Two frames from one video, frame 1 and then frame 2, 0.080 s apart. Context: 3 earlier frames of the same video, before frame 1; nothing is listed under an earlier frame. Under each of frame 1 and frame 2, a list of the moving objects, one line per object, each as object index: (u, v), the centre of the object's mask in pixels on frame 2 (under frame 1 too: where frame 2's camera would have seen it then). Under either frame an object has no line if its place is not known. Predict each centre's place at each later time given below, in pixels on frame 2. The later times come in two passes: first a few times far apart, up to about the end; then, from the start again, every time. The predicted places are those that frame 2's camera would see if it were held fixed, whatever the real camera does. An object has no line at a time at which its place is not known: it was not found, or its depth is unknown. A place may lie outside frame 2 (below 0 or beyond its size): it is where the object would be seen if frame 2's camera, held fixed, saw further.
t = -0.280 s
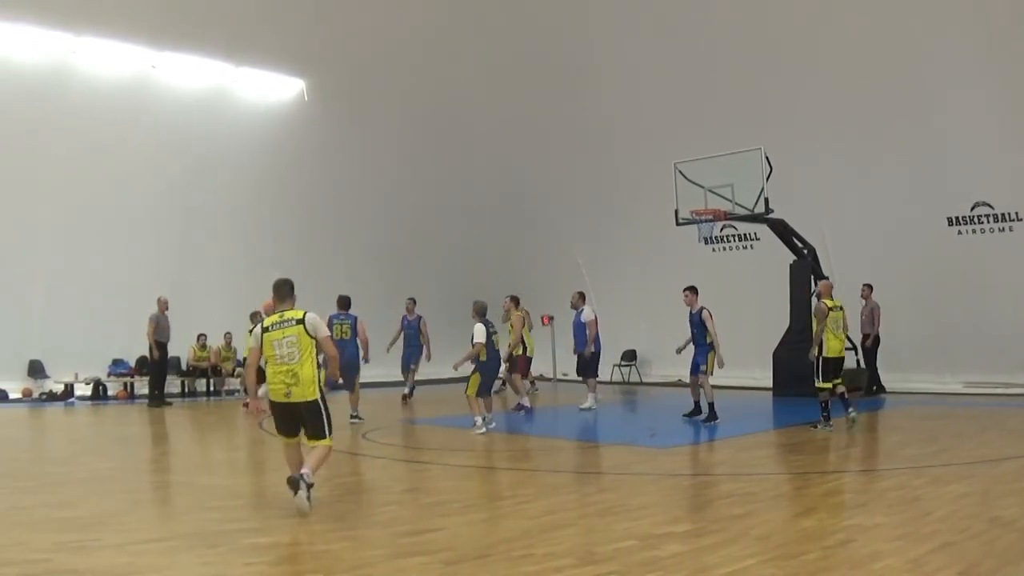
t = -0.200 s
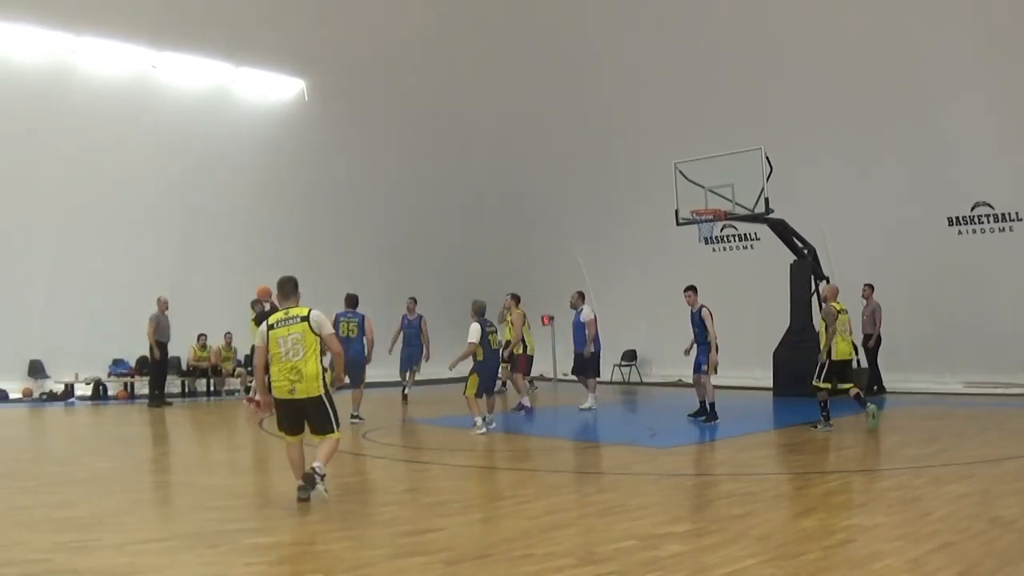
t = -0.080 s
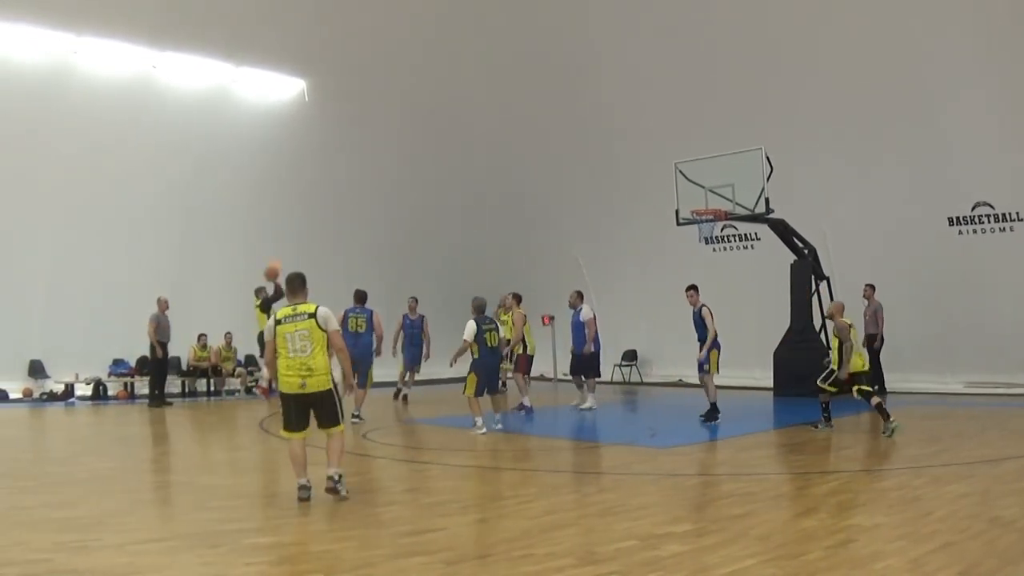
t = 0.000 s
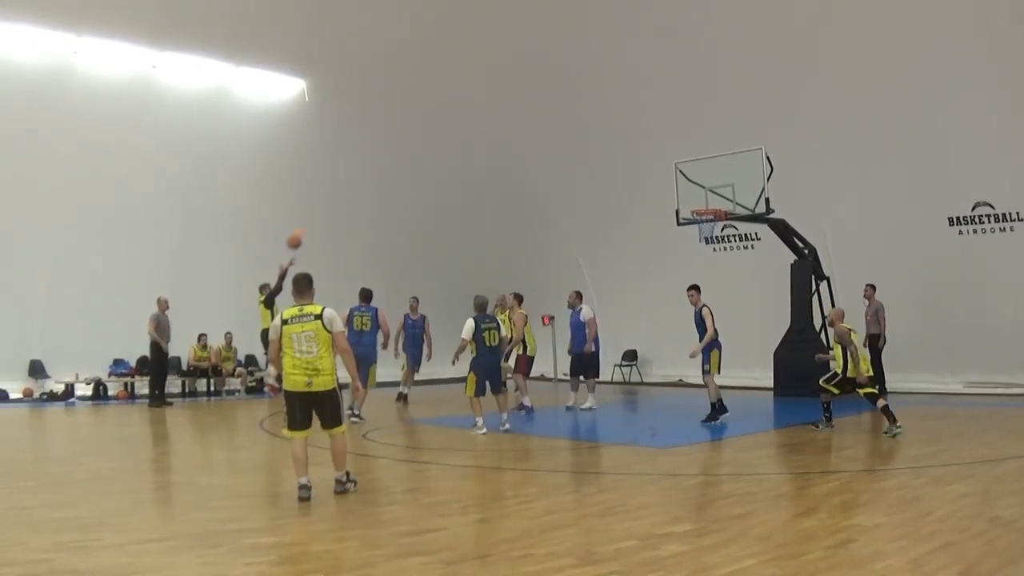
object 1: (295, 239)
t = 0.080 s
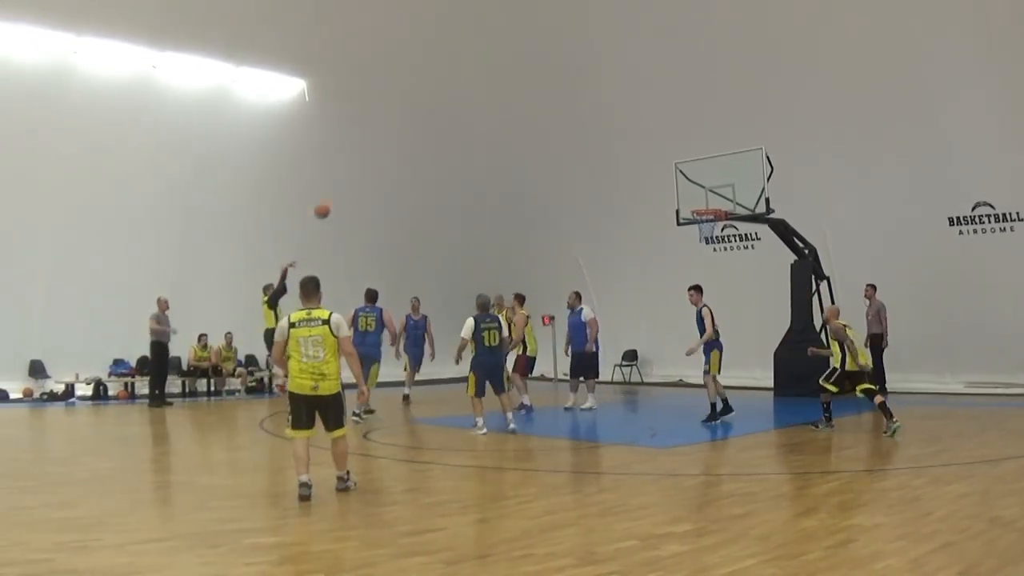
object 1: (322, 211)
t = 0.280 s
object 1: (393, 151)
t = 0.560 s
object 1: (489, 110)
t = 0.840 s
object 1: (585, 117)
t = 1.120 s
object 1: (682, 172)
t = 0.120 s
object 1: (336, 196)
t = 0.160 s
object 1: (350, 183)
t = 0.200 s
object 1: (365, 171)
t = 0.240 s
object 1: (379, 161)
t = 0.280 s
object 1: (393, 151)
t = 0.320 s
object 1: (407, 142)
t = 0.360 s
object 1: (420, 135)
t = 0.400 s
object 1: (435, 127)
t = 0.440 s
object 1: (448, 122)
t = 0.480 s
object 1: (462, 117)
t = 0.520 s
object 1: (476, 113)
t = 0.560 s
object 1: (489, 110)
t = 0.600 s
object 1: (503, 109)
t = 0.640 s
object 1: (517, 107)
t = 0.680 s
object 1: (531, 108)
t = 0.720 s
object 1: (545, 109)
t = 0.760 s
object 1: (558, 110)
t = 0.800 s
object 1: (572, 113)
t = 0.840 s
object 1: (585, 117)
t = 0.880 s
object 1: (600, 122)
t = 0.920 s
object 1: (613, 128)
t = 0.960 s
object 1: (627, 134)
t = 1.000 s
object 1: (641, 142)
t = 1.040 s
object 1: (654, 151)
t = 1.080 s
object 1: (668, 161)
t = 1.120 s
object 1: (682, 172)
